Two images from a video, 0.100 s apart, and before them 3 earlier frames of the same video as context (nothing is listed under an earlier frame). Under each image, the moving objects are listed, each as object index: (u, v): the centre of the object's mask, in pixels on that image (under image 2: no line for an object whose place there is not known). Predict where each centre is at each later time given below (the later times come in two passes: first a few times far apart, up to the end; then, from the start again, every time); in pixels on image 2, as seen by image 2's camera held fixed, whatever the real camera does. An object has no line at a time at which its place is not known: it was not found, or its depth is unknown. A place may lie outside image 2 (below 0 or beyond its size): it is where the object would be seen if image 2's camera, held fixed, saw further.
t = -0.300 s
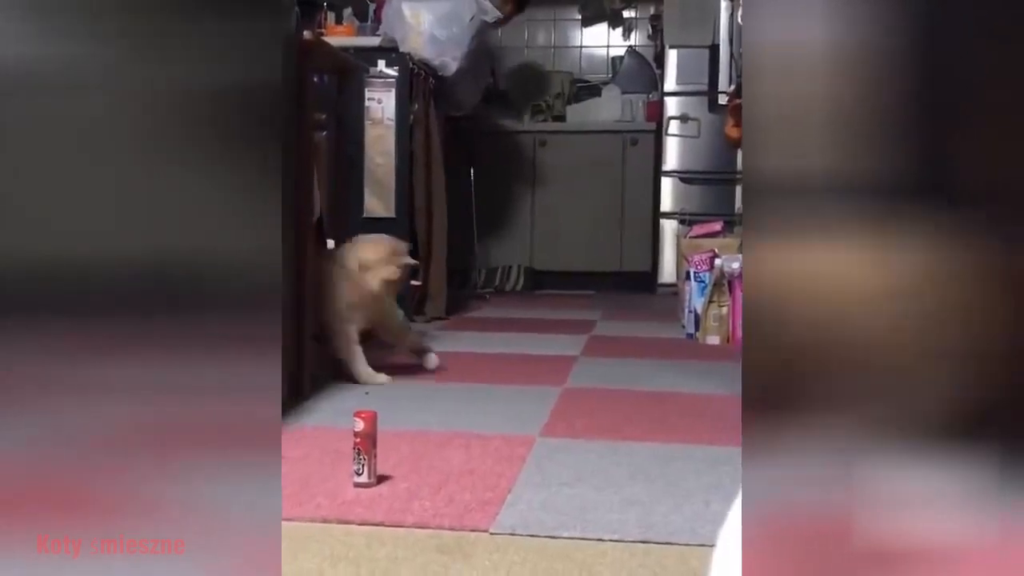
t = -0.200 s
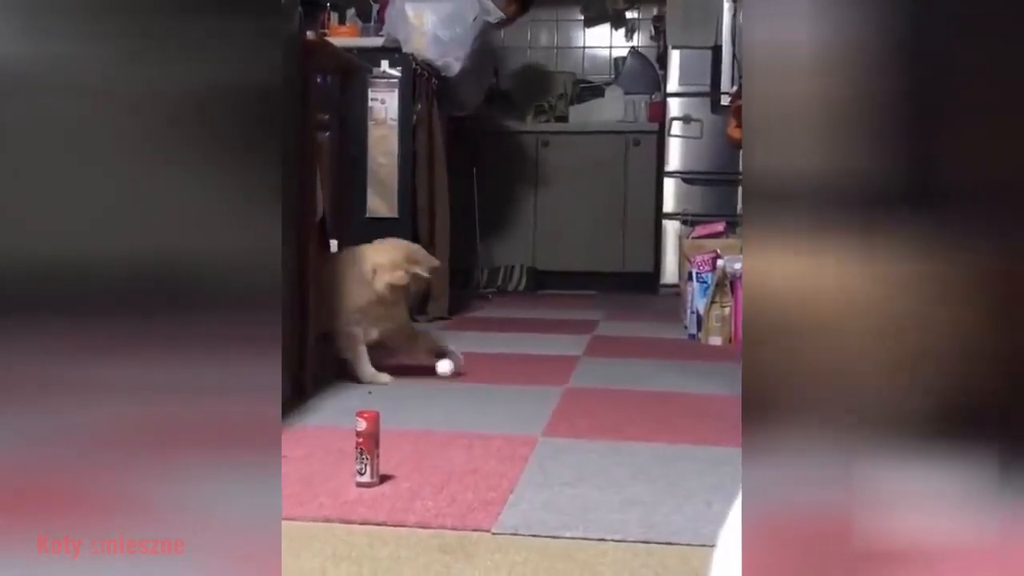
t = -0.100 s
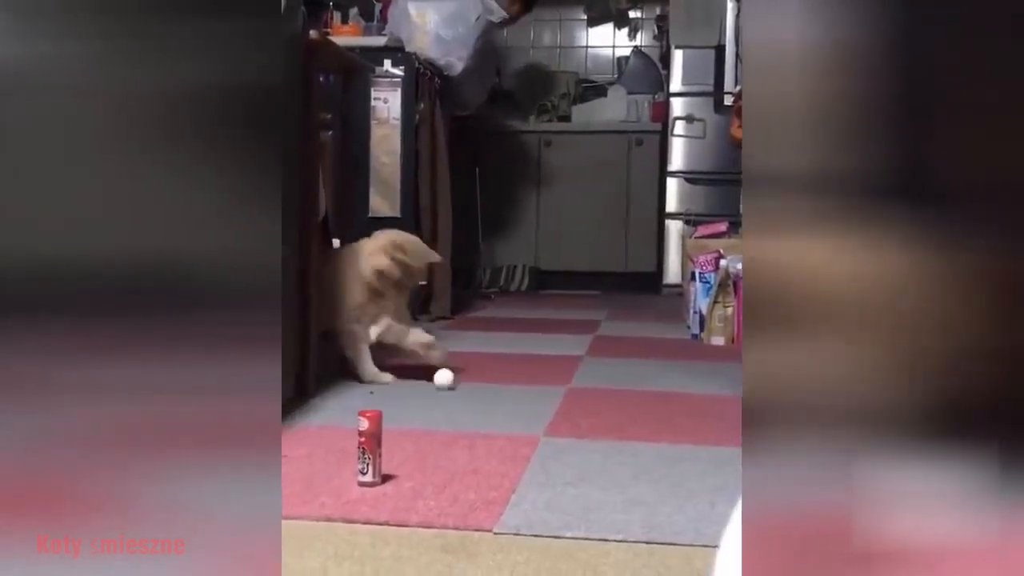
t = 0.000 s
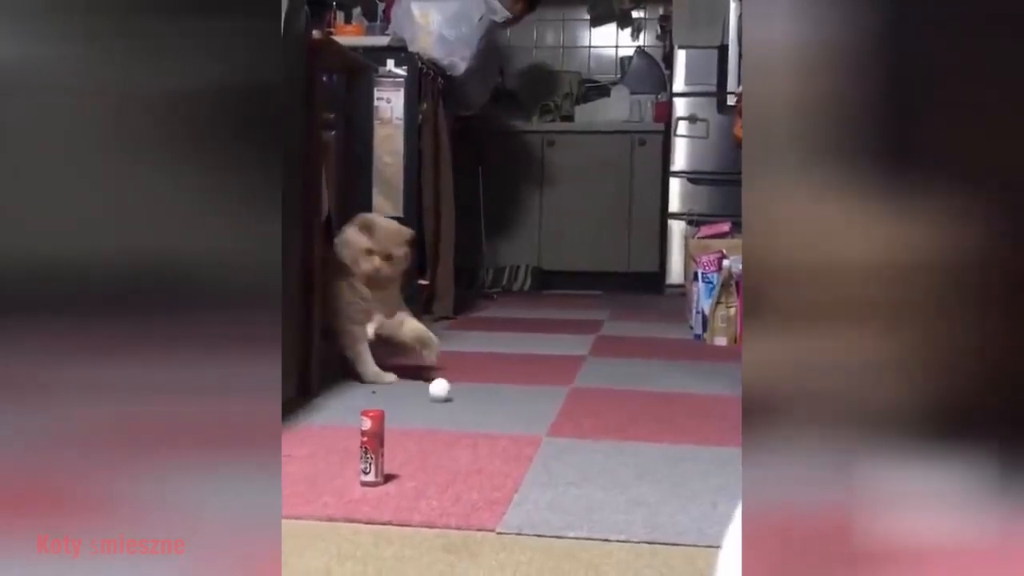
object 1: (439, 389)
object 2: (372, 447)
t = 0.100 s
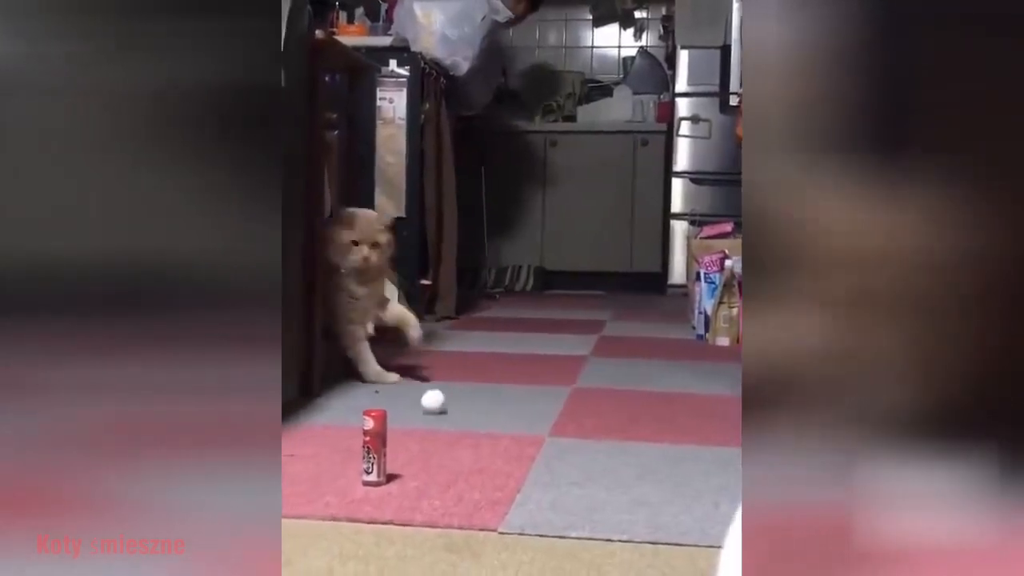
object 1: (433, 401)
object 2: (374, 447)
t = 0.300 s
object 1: (411, 430)
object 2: (374, 447)
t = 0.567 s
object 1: (405, 470)
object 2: (358, 452)
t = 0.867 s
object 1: (431, 499)
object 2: (328, 491)
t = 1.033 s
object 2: (329, 490)
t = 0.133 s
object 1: (430, 405)
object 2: (374, 447)
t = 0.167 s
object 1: (426, 410)
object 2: (374, 447)
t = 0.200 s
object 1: (423, 414)
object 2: (374, 447)
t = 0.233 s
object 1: (419, 419)
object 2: (374, 447)
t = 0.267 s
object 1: (415, 424)
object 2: (374, 447)
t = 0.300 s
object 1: (411, 430)
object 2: (374, 447)
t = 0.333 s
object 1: (407, 435)
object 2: (374, 447)
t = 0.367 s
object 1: (402, 441)
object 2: (374, 447)
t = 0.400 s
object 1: (400, 448)
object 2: (375, 447)
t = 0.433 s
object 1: (397, 452)
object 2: (375, 447)
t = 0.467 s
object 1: (398, 461)
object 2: (373, 449)
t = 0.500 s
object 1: (399, 464)
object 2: (367, 450)
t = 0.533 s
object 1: (402, 467)
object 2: (363, 452)
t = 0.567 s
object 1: (405, 470)
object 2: (358, 452)
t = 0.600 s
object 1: (408, 473)
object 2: (354, 453)
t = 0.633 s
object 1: (411, 477)
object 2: (351, 455)
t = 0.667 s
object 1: (414, 480)
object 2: (348, 459)
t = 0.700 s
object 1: (416, 484)
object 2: (341, 464)
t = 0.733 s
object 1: (420, 488)
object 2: (336, 476)
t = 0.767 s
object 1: (423, 491)
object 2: (331, 490)
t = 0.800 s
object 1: (426, 494)
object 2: (329, 490)
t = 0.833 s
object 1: (429, 498)
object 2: (328, 491)
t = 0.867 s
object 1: (431, 499)
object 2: (328, 491)
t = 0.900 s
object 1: (435, 502)
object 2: (329, 490)
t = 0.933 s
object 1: (438, 509)
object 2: (329, 490)
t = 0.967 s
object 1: (440, 515)
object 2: (328, 490)
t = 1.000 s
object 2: (328, 490)
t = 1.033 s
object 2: (329, 490)
